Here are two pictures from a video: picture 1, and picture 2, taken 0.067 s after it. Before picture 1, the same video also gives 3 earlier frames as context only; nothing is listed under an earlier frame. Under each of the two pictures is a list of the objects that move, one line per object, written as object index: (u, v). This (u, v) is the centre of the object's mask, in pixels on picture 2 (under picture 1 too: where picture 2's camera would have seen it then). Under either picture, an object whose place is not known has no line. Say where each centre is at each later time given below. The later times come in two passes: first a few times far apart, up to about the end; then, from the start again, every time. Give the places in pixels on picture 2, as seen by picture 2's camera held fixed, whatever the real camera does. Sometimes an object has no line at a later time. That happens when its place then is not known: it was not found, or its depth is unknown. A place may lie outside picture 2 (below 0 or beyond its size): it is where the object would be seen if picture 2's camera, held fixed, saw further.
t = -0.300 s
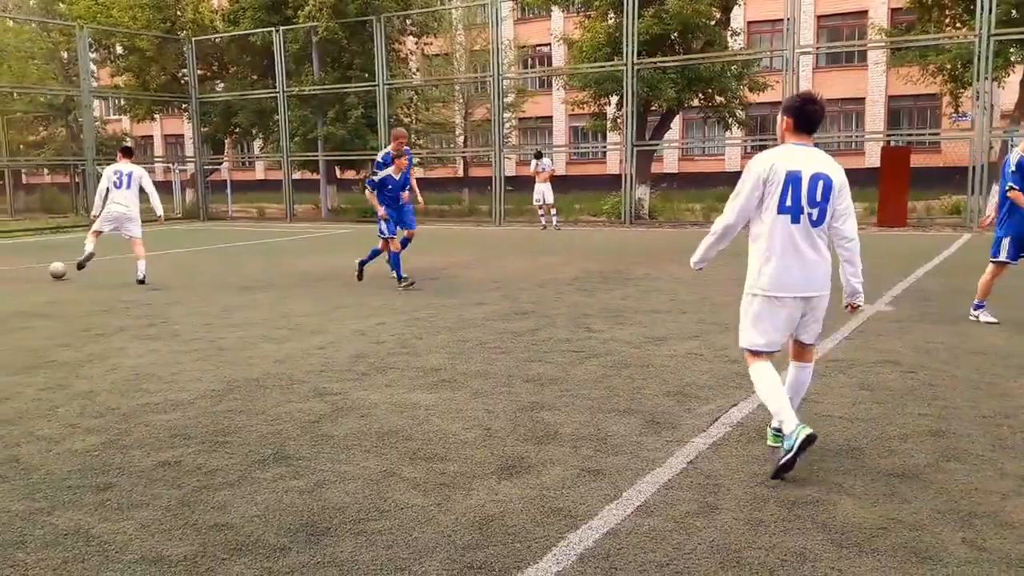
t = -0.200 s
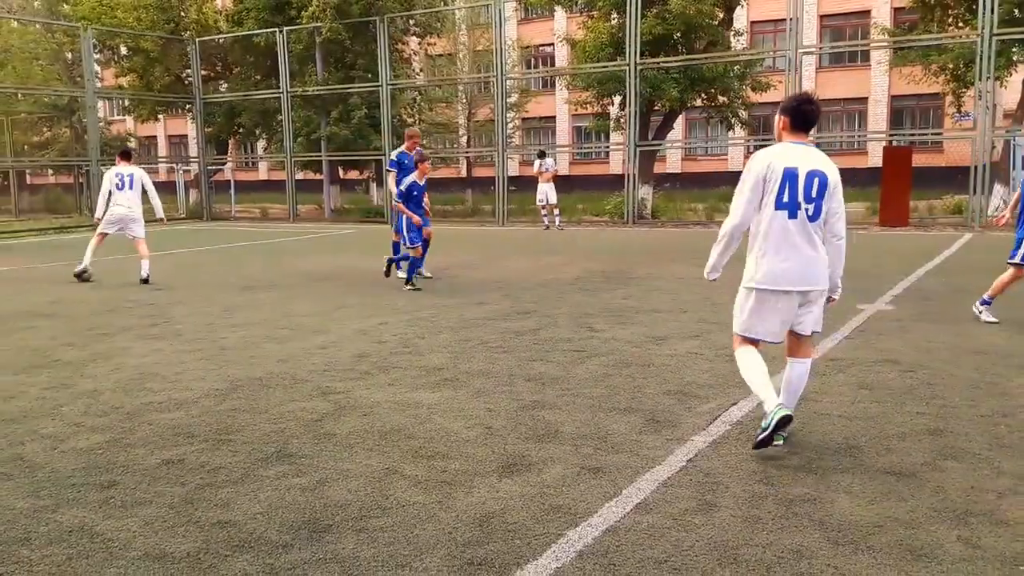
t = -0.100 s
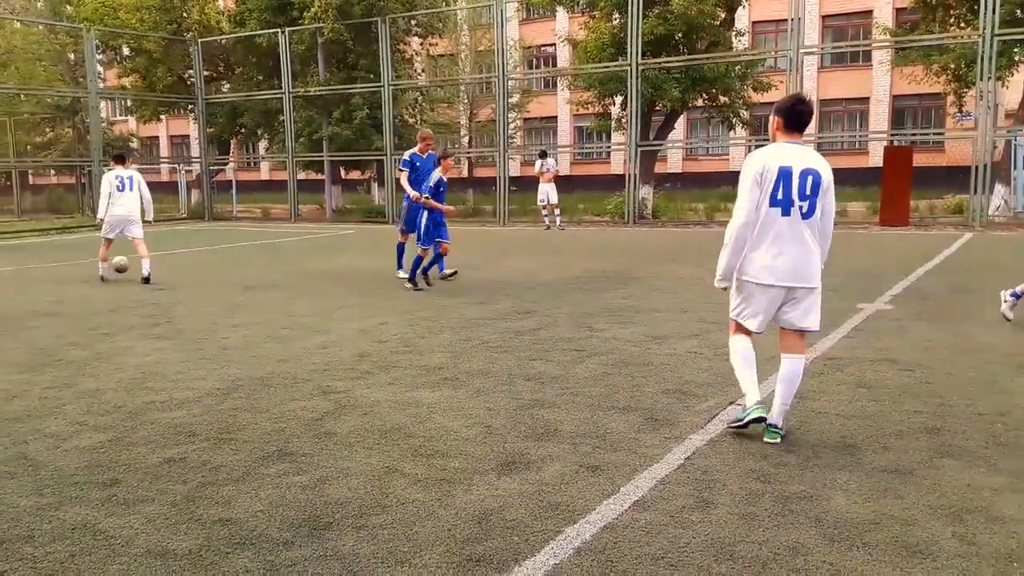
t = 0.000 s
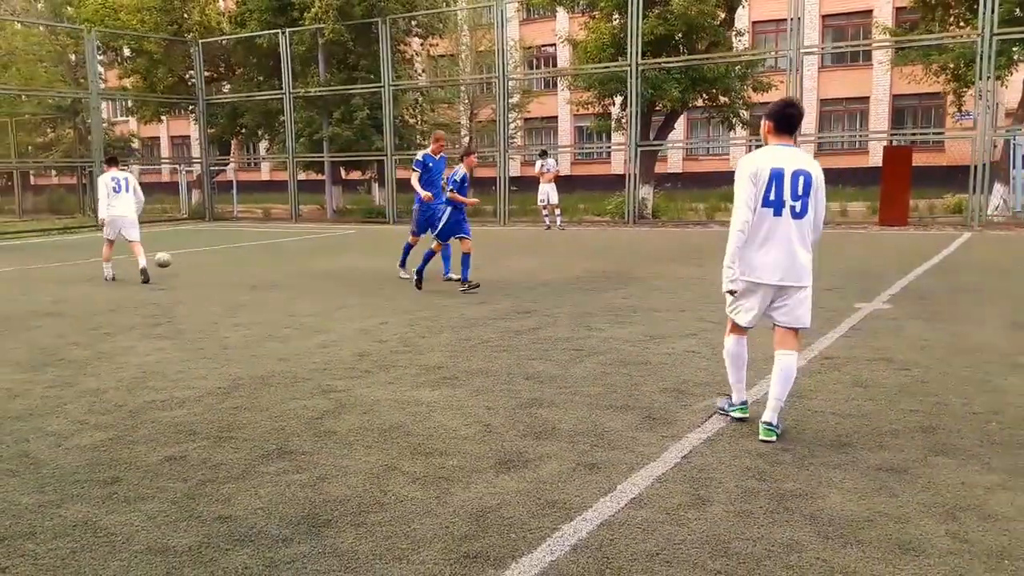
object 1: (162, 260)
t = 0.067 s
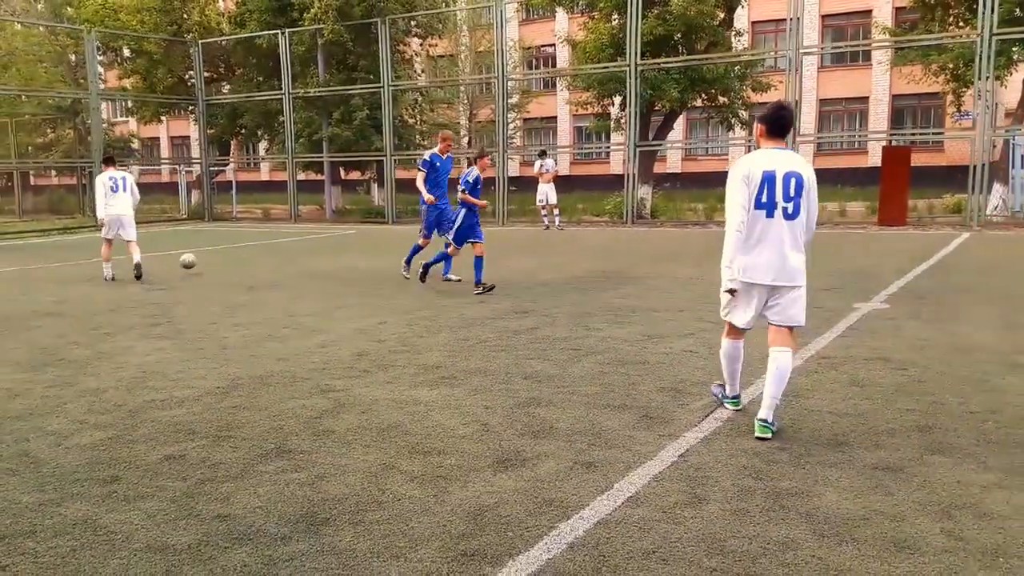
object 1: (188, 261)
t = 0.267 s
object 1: (253, 255)
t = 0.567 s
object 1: (335, 254)
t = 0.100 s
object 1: (200, 263)
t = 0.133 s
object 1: (213, 265)
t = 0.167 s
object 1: (223, 262)
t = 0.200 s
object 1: (233, 258)
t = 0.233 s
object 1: (243, 256)
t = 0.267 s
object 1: (253, 255)
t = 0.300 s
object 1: (262, 254)
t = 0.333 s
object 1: (272, 254)
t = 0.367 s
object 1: (282, 255)
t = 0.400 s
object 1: (292, 257)
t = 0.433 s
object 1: (301, 259)
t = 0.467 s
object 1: (310, 258)
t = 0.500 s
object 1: (318, 256)
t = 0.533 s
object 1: (327, 254)
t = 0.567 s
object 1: (335, 254)
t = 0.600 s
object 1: (344, 254)
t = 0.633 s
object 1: (352, 255)
